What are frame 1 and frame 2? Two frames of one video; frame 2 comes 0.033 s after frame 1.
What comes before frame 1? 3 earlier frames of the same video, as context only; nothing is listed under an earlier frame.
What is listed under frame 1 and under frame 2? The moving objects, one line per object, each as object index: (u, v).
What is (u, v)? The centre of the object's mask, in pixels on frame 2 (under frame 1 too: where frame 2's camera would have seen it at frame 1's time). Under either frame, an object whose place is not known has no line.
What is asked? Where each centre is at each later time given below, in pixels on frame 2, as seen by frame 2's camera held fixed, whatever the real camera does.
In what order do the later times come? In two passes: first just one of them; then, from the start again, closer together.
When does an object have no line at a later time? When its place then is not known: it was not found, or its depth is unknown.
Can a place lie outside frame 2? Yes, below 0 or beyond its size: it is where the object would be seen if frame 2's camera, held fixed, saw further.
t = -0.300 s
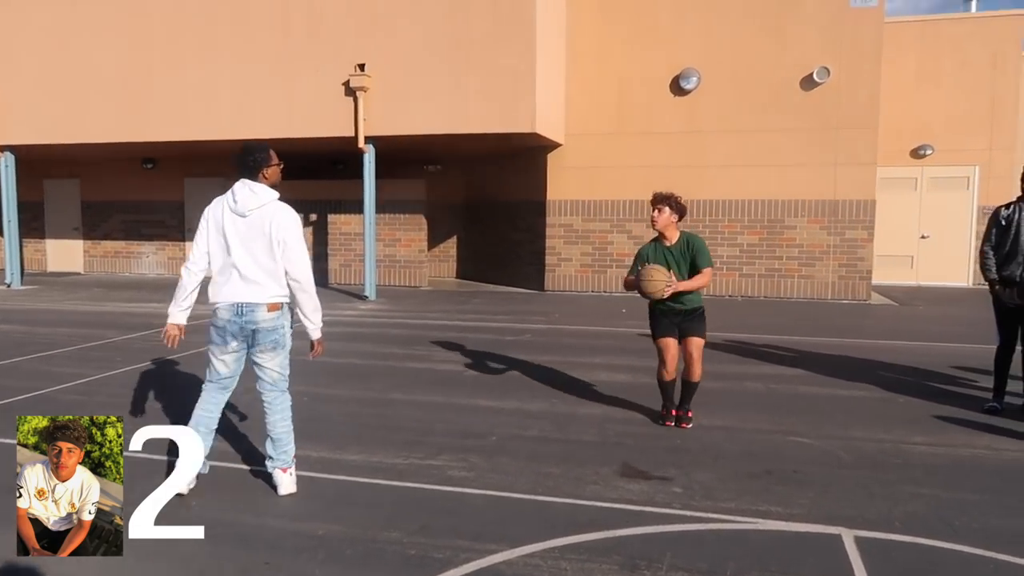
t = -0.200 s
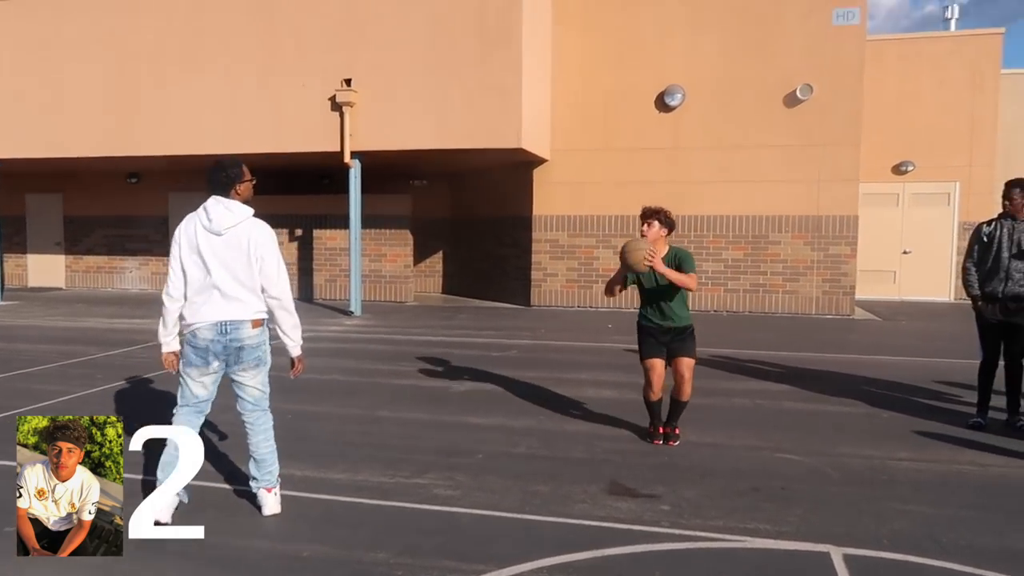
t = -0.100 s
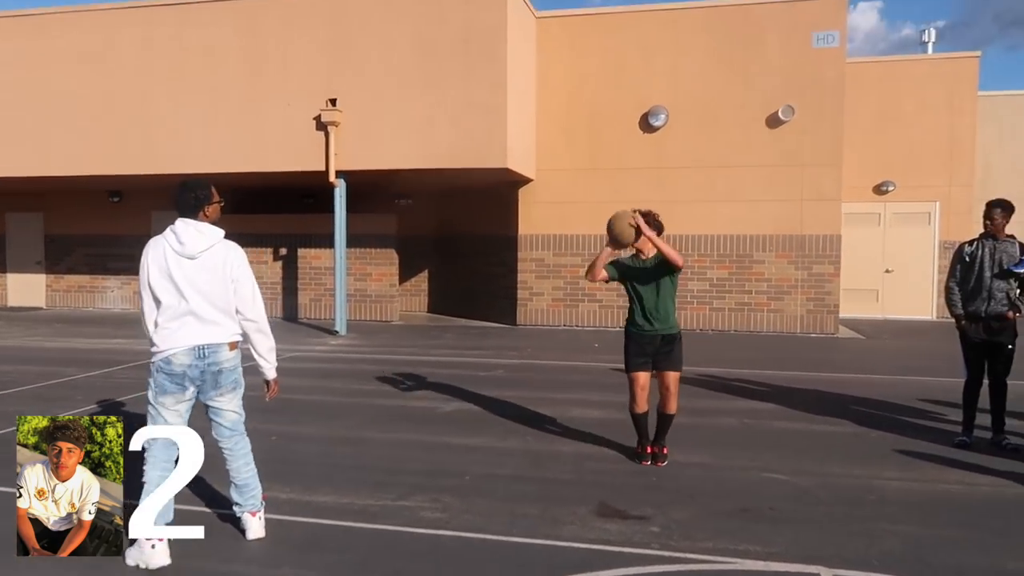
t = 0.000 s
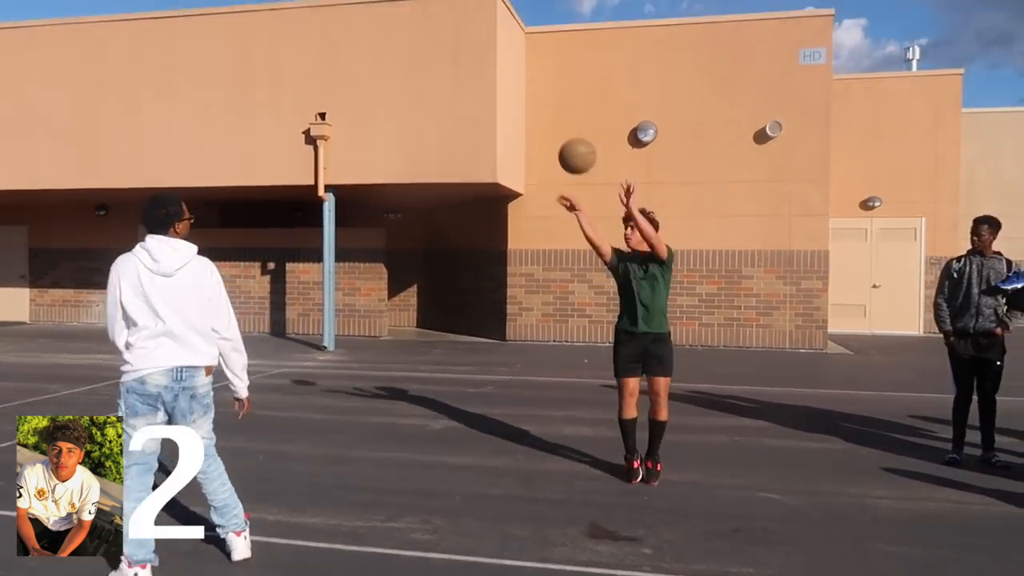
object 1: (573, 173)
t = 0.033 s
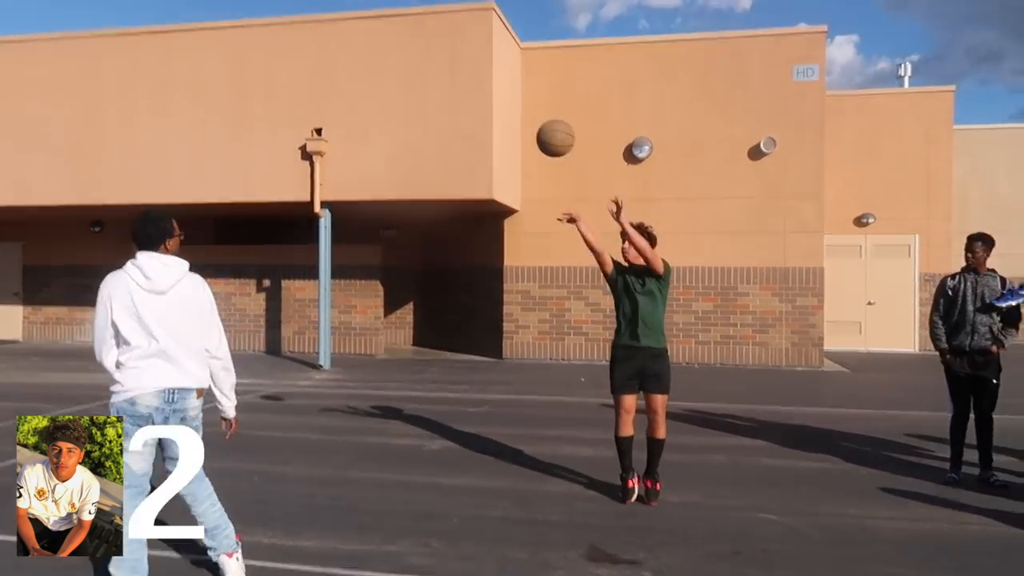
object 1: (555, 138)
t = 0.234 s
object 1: (432, -56)
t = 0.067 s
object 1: (537, 103)
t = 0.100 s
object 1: (517, 67)
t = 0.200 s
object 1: (452, -26)
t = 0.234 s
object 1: (432, -56)
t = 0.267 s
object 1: (410, -83)
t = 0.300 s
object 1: (385, -109)
